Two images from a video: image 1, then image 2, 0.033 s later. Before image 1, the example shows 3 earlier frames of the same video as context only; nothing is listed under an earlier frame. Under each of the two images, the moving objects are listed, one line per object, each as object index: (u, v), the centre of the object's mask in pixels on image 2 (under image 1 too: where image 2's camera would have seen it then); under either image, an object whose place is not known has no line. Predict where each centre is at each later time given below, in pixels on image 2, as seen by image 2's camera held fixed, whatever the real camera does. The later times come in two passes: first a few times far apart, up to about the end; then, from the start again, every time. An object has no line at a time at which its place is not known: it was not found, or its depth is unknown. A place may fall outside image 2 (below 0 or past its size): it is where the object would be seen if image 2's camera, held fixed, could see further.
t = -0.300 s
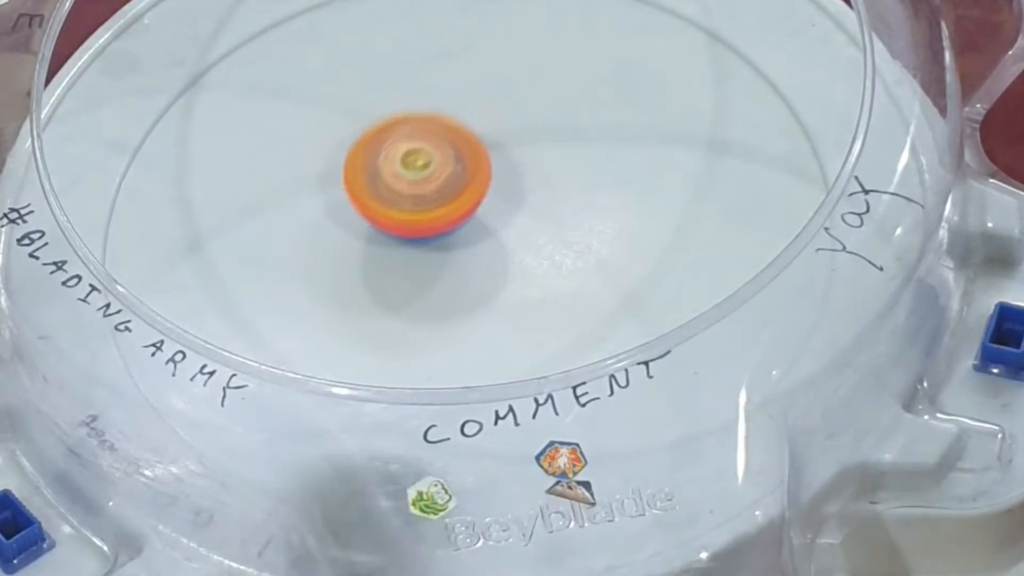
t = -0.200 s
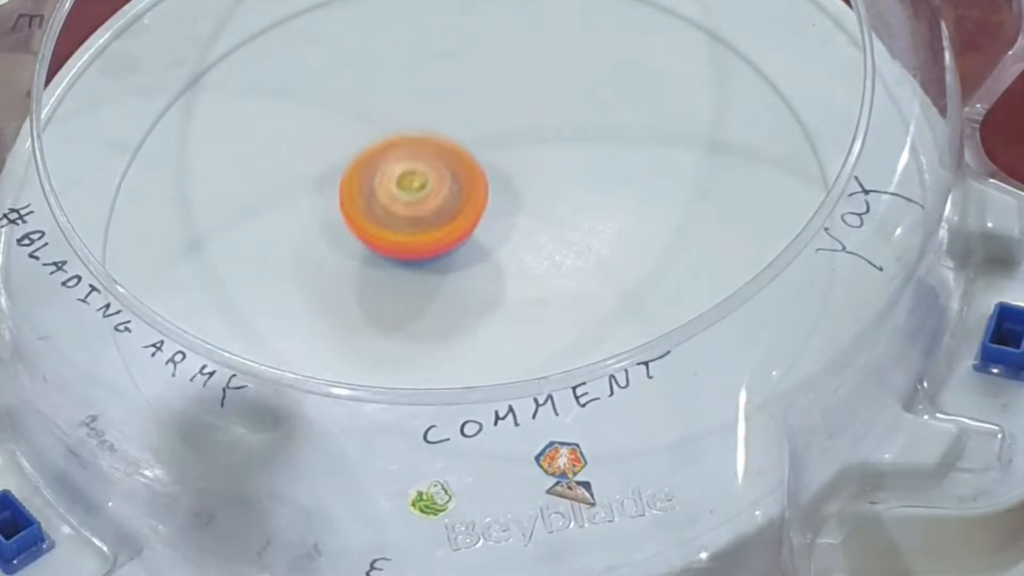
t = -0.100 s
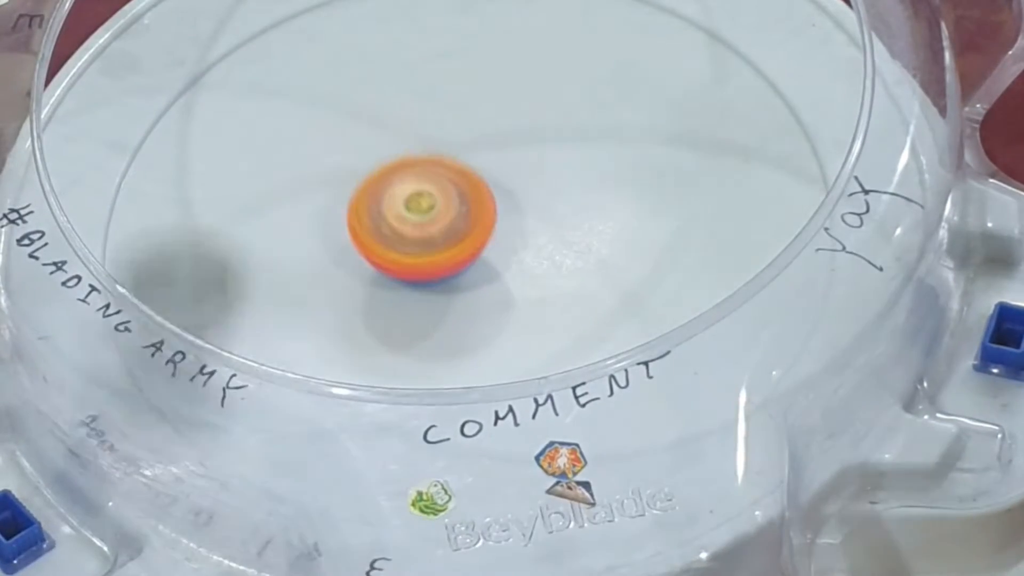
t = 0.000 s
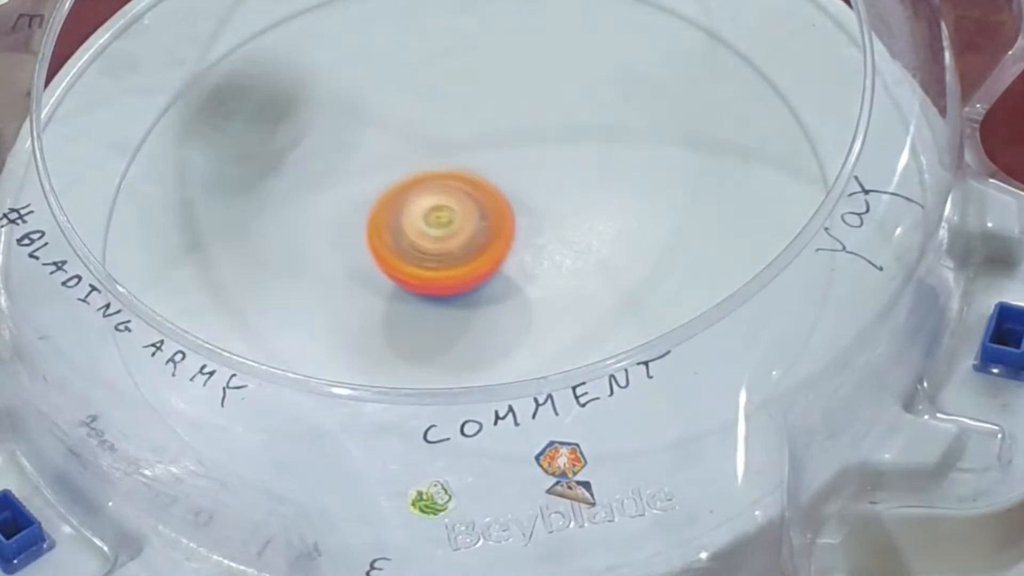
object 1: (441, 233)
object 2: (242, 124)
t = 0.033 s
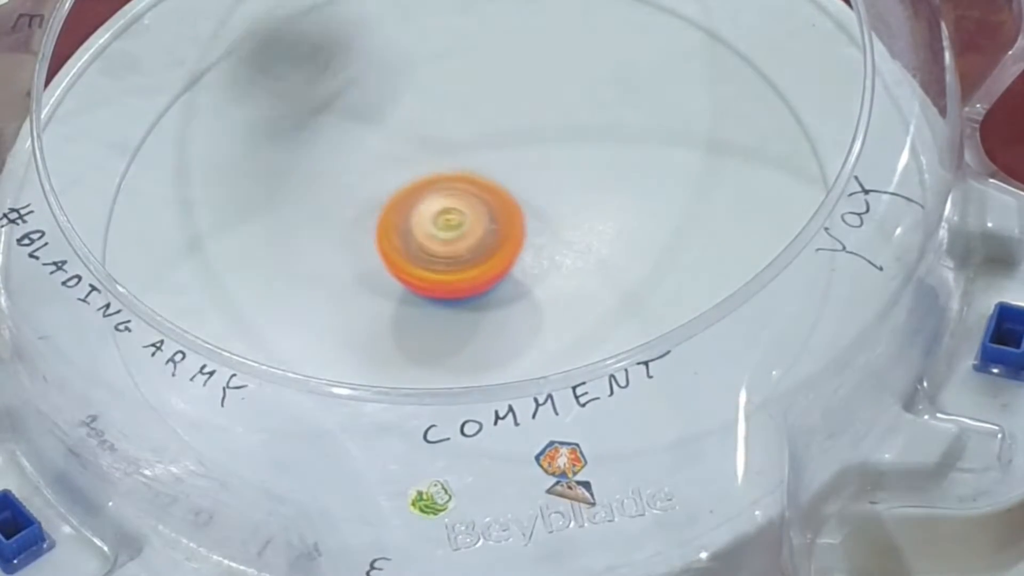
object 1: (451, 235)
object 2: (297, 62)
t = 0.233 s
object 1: (500, 239)
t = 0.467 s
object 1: (530, 215)
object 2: (807, 168)
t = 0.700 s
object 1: (499, 196)
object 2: (394, 349)
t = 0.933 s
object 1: (443, 215)
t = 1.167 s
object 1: (415, 250)
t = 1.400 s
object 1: (426, 273)
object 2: (670, 195)
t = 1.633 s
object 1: (458, 264)
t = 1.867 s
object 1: (452, 227)
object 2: (154, 272)
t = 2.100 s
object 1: (415, 203)
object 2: (337, 89)
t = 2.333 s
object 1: (376, 209)
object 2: (688, 147)
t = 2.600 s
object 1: (389, 239)
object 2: (560, 356)
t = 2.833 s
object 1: (445, 234)
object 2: (306, 293)
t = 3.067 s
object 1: (484, 209)
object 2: (400, 66)
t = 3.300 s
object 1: (490, 183)
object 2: (595, 70)
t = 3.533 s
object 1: (462, 180)
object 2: (614, 231)
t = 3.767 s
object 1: (397, 163)
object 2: (443, 356)
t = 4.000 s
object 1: (343, 193)
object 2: (234, 332)
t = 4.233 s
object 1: (480, 208)
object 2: (116, 200)
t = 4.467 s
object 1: (587, 178)
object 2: (244, 131)
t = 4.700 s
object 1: (640, 159)
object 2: (454, 195)
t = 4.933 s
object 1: (752, 113)
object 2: (291, 316)
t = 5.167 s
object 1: (563, 187)
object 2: (261, 235)
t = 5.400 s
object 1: (694, 295)
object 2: (283, 142)
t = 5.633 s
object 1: (721, 332)
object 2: (304, 60)
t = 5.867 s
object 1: (596, 309)
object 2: (462, 144)
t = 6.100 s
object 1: (452, 333)
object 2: (484, 205)
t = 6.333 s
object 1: (310, 319)
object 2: (562, 138)
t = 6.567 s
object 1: (309, 245)
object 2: (624, 162)
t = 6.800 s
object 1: (372, 162)
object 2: (492, 211)
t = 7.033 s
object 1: (208, 86)
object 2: (671, 284)
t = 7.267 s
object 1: (361, 187)
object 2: (665, 345)
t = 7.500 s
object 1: (450, 183)
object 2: (561, 341)
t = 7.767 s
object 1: (407, 138)
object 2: (440, 344)
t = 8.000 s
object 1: (375, 137)
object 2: (384, 267)
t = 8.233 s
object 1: (358, 84)
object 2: (405, 251)
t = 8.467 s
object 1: (372, 78)
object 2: (444, 225)
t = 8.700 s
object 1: (396, 98)
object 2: (496, 215)
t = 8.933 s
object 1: (409, 149)
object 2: (528, 250)
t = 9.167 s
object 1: (370, 191)
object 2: (525, 279)
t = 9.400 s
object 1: (321, 236)
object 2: (492, 276)
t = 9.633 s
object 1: (260, 249)
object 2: (480, 227)
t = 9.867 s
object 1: (258, 250)
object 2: (495, 184)
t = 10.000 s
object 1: (291, 250)
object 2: (488, 173)
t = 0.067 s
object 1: (459, 237)
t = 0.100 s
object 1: (467, 238)
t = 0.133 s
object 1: (475, 240)
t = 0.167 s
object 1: (484, 240)
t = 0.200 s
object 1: (493, 240)
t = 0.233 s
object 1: (500, 239)
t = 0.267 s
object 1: (507, 236)
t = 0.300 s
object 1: (514, 233)
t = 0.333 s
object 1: (520, 230)
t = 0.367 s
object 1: (525, 226)
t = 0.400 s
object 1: (528, 222)
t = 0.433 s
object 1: (529, 219)
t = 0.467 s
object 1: (530, 215)
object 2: (807, 168)
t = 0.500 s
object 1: (530, 211)
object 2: (781, 207)
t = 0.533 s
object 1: (528, 206)
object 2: (737, 251)
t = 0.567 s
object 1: (525, 202)
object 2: (690, 286)
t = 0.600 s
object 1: (519, 199)
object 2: (629, 319)
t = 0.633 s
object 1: (513, 198)
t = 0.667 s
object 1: (506, 197)
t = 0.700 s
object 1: (499, 196)
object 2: (394, 349)
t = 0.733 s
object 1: (490, 196)
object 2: (309, 332)
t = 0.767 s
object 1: (481, 197)
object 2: (241, 301)
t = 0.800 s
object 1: (472, 199)
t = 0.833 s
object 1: (464, 203)
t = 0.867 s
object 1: (457, 207)
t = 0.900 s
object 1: (450, 211)
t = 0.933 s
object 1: (443, 215)
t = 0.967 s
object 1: (436, 221)
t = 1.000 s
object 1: (431, 225)
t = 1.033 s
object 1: (426, 231)
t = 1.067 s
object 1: (423, 236)
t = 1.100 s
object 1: (419, 241)
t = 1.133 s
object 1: (417, 246)
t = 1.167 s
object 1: (415, 250)
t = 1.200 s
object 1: (415, 255)
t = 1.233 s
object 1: (415, 259)
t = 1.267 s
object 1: (416, 263)
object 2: (556, 34)
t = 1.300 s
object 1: (418, 267)
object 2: (595, 56)
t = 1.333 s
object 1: (420, 270)
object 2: (631, 96)
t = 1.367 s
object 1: (423, 272)
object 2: (660, 158)
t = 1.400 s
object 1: (426, 273)
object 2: (670, 195)
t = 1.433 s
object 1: (429, 274)
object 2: (667, 242)
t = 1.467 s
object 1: (433, 275)
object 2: (654, 286)
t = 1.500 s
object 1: (437, 275)
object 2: (618, 323)
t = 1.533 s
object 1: (442, 274)
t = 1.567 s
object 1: (448, 272)
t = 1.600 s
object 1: (454, 269)
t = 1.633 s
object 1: (458, 264)
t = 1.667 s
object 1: (460, 259)
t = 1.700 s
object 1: (461, 254)
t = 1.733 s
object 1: (461, 249)
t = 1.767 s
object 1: (461, 243)
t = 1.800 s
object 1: (459, 238)
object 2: (193, 318)
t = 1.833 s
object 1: (456, 233)
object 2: (166, 295)
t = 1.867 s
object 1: (452, 227)
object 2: (154, 272)
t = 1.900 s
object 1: (448, 222)
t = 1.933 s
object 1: (443, 217)
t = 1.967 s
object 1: (438, 213)
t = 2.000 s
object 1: (432, 210)
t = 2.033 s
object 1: (426, 207)
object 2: (238, 135)
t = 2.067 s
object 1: (421, 205)
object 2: (287, 108)
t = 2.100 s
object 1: (415, 203)
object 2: (337, 89)
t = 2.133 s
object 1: (409, 201)
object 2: (395, 76)
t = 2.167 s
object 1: (403, 200)
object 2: (446, 69)
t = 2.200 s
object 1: (397, 200)
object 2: (508, 72)
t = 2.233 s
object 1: (390, 201)
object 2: (564, 85)
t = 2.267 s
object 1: (385, 203)
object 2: (615, 103)
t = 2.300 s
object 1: (380, 206)
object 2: (658, 125)
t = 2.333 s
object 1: (376, 209)
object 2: (688, 147)
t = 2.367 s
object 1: (373, 213)
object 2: (715, 177)
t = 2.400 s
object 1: (371, 216)
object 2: (729, 217)
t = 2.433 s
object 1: (371, 220)
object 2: (721, 247)
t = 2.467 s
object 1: (371, 225)
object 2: (702, 276)
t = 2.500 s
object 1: (373, 230)
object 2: (674, 302)
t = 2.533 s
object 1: (377, 234)
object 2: (640, 324)
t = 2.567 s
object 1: (383, 237)
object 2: (602, 343)
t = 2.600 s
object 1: (389, 239)
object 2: (560, 356)
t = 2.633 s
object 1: (396, 240)
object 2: (522, 364)
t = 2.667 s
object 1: (404, 241)
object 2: (480, 367)
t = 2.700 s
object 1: (412, 240)
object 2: (433, 368)
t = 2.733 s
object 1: (420, 239)
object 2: (383, 358)
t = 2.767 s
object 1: (428, 238)
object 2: (358, 347)
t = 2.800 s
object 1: (437, 236)
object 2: (337, 325)
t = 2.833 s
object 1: (445, 234)
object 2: (306, 293)
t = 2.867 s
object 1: (453, 232)
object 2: (289, 259)
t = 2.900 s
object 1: (460, 229)
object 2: (286, 224)
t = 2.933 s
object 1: (467, 225)
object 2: (296, 187)
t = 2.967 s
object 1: (473, 221)
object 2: (319, 146)
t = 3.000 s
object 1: (477, 217)
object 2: (341, 113)
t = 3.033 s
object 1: (481, 213)
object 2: (371, 86)
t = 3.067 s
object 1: (484, 209)
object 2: (400, 66)
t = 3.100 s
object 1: (487, 205)
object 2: (430, 52)
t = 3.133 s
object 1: (490, 202)
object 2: (465, 46)
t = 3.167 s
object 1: (492, 198)
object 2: (496, 45)
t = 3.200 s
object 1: (493, 194)
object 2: (524, 46)
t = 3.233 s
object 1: (492, 190)
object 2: (551, 51)
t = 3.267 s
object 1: (492, 186)
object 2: (574, 58)
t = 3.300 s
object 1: (490, 183)
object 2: (595, 70)
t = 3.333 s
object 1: (488, 180)
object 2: (613, 86)
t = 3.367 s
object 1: (485, 178)
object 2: (630, 108)
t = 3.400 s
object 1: (481, 177)
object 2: (642, 130)
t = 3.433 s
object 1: (478, 176)
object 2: (643, 153)
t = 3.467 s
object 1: (473, 177)
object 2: (638, 182)
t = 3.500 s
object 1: (468, 178)
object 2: (629, 208)
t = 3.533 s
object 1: (462, 180)
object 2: (614, 231)
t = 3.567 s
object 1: (457, 183)
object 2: (588, 251)
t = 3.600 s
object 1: (452, 187)
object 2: (563, 266)
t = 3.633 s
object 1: (447, 192)
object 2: (535, 277)
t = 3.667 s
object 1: (438, 189)
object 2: (510, 292)
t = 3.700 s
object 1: (419, 174)
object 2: (502, 328)
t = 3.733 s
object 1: (406, 165)
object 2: (474, 345)
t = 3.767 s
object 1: (397, 163)
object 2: (443, 356)
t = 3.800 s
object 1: (388, 164)
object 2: (412, 363)
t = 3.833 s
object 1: (379, 167)
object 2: (378, 388)
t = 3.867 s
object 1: (370, 170)
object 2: (338, 396)
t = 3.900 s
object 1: (362, 175)
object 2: (303, 395)
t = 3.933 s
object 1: (355, 180)
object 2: (278, 385)
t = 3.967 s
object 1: (348, 186)
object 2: (257, 344)
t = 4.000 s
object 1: (343, 193)
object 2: (234, 332)
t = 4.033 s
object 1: (339, 199)
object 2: (216, 319)
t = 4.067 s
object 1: (335, 206)
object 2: (201, 302)
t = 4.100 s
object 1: (333, 213)
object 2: (204, 287)
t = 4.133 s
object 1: (335, 220)
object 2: (200, 265)
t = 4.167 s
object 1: (382, 217)
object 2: (160, 238)
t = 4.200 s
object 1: (435, 213)
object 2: (129, 217)
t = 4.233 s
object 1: (480, 208)
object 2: (116, 200)
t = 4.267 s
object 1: (515, 203)
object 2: (129, 184)
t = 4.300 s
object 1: (541, 199)
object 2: (150, 163)
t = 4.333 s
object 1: (555, 195)
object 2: (166, 154)
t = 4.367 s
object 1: (565, 190)
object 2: (180, 144)
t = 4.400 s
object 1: (573, 186)
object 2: (199, 138)
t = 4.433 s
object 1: (580, 182)
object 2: (220, 134)
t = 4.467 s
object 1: (587, 178)
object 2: (244, 131)
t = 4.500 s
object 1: (593, 175)
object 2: (276, 130)
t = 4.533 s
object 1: (599, 173)
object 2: (308, 132)
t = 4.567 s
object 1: (605, 171)
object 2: (343, 137)
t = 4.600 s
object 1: (609, 168)
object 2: (380, 147)
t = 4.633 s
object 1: (613, 167)
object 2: (417, 164)
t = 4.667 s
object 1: (616, 165)
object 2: (447, 180)
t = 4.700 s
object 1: (640, 159)
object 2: (454, 195)
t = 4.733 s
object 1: (703, 138)
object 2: (432, 222)
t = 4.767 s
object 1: (746, 120)
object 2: (415, 250)
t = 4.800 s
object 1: (779, 106)
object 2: (395, 272)
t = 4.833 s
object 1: (791, 98)
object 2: (374, 293)
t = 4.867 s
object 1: (791, 97)
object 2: (347, 307)
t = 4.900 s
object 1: (776, 102)
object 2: (316, 316)
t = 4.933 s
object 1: (752, 113)
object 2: (291, 316)
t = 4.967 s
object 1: (724, 123)
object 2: (266, 311)
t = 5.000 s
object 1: (696, 133)
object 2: (243, 301)
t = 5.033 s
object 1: (667, 144)
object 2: (230, 291)
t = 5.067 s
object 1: (638, 154)
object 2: (225, 277)
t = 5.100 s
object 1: (612, 165)
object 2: (230, 262)
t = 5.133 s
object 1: (586, 176)
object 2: (243, 246)
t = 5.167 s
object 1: (563, 187)
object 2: (261, 235)
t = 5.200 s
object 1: (542, 199)
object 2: (295, 221)
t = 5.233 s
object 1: (523, 213)
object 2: (326, 212)
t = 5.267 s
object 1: (511, 225)
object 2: (360, 211)
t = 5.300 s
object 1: (554, 239)
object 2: (332, 190)
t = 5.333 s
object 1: (613, 263)
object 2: (307, 177)
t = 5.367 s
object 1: (657, 279)
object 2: (292, 157)
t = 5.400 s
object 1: (694, 295)
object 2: (283, 142)
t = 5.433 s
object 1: (725, 312)
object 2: (276, 125)
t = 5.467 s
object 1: (742, 320)
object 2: (273, 108)
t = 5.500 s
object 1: (748, 325)
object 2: (272, 94)
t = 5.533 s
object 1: (745, 328)
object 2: (275, 82)
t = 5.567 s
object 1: (741, 331)
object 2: (282, 71)
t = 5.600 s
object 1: (732, 332)
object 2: (291, 64)
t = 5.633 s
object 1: (721, 332)
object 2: (304, 60)
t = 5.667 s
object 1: (709, 330)
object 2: (325, 61)
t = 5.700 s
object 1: (688, 323)
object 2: (345, 64)
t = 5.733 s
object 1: (673, 323)
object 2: (371, 72)
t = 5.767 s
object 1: (653, 319)
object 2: (394, 82)
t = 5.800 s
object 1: (629, 311)
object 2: (421, 100)
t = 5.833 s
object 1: (613, 311)
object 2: (442, 116)
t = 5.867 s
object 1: (596, 309)
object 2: (462, 144)
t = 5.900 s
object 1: (570, 302)
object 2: (479, 168)
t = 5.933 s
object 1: (544, 298)
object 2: (487, 187)
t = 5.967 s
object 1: (525, 313)
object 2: (487, 187)
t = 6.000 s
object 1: (507, 328)
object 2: (486, 191)
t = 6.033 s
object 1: (487, 334)
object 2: (487, 197)
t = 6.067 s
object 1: (468, 337)
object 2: (485, 201)
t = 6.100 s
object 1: (452, 333)
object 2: (484, 205)
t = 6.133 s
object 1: (438, 326)
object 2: (481, 211)
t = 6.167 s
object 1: (419, 327)
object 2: (483, 205)
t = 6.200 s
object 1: (384, 333)
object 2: (498, 186)
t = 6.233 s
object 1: (353, 335)
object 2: (514, 170)
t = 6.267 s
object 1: (331, 332)
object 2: (529, 157)
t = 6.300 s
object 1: (317, 327)
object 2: (547, 146)
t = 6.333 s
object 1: (310, 319)
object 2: (562, 138)
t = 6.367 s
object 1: (304, 311)
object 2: (576, 131)
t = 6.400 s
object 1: (302, 301)
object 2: (590, 128)
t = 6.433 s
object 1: (300, 291)
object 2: (606, 128)
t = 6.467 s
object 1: (301, 279)
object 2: (617, 132)
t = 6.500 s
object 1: (303, 269)
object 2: (624, 139)
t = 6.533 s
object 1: (305, 258)
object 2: (626, 148)
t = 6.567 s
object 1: (309, 245)
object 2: (624, 162)
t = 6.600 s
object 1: (314, 233)
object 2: (610, 175)
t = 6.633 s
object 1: (321, 220)
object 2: (595, 183)
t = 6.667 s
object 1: (329, 208)
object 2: (573, 191)
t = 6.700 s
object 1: (338, 197)
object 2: (556, 198)
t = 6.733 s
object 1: (349, 185)
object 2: (532, 204)
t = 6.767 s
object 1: (363, 173)
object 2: (509, 210)
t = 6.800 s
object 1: (372, 162)
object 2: (492, 211)
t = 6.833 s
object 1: (327, 135)
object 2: (537, 221)
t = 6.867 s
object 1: (274, 111)
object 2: (581, 235)
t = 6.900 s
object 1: (231, 90)
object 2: (615, 246)
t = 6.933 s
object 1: (196, 72)
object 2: (636, 261)
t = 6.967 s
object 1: (185, 62)
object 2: (655, 272)
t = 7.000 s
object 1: (187, 69)
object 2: (667, 276)
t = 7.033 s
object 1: (208, 86)
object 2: (671, 284)
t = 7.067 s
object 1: (230, 100)
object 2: (674, 288)
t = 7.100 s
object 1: (253, 115)
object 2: (673, 294)
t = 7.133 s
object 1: (276, 129)
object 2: (674, 299)
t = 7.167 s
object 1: (297, 143)
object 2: (673, 304)
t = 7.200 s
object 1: (318, 157)
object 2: (690, 337)
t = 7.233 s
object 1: (339, 172)
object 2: (682, 344)
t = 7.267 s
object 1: (361, 187)
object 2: (665, 345)
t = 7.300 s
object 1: (384, 201)
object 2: (637, 322)
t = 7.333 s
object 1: (407, 214)
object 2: (619, 325)
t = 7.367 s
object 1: (429, 226)
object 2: (598, 326)
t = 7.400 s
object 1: (452, 238)
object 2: (576, 324)
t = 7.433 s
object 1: (468, 242)
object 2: (555, 321)
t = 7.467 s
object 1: (461, 216)
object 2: (563, 332)
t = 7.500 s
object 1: (450, 183)
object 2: (561, 341)
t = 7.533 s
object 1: (441, 158)
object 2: (554, 348)
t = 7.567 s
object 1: (433, 136)
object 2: (540, 354)
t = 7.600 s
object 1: (428, 122)
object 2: (522, 358)
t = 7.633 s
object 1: (424, 116)
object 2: (503, 360)
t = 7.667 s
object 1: (421, 117)
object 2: (487, 358)
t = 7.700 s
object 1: (417, 122)
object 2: (470, 356)
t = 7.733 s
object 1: (412, 130)
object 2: (454, 351)
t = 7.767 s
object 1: (407, 138)
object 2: (440, 344)
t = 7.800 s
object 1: (402, 146)
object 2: (426, 336)
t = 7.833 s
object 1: (396, 155)
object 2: (411, 320)
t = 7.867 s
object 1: (391, 163)
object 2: (402, 303)
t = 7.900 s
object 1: (386, 168)
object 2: (396, 285)
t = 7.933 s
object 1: (379, 155)
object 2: (393, 283)
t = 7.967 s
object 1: (377, 144)
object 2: (387, 277)
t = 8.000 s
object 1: (375, 137)
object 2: (384, 267)
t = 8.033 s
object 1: (372, 136)
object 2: (383, 257)
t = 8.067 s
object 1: (368, 125)
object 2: (388, 258)
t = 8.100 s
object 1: (363, 111)
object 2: (393, 254)
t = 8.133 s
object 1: (362, 99)
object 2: (395, 254)
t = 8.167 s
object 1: (362, 93)
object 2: (399, 255)
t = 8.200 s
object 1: (361, 88)
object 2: (402, 253)
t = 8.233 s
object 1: (358, 84)
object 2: (405, 251)
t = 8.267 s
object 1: (357, 81)
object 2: (410, 246)
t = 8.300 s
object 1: (356, 78)
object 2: (417, 243)
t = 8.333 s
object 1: (357, 76)
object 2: (424, 240)
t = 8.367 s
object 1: (359, 75)
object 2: (428, 238)
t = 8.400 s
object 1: (363, 75)
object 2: (433, 234)
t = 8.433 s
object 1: (367, 76)
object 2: (439, 229)
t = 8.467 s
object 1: (372, 78)
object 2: (444, 225)
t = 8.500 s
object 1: (376, 81)
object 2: (448, 220)
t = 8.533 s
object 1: (382, 86)
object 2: (454, 216)
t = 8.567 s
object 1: (388, 93)
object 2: (459, 213)
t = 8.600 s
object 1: (394, 100)
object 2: (463, 209)
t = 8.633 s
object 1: (398, 104)
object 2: (470, 206)
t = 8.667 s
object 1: (395, 98)
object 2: (490, 211)
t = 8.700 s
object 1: (396, 98)
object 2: (496, 215)
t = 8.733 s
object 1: (398, 104)
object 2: (509, 221)
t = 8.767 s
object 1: (399, 110)
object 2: (519, 227)
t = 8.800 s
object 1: (401, 117)
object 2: (525, 232)
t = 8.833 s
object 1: (403, 124)
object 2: (529, 238)
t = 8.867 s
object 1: (405, 131)
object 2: (530, 242)
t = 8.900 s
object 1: (408, 139)
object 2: (531, 246)
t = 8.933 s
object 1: (409, 149)
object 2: (528, 250)
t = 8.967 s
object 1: (410, 158)
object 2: (524, 252)
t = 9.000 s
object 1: (410, 169)
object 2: (518, 254)
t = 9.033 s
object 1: (410, 179)
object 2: (511, 255)
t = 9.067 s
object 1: (398, 180)
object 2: (517, 260)
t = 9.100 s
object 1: (385, 179)
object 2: (522, 267)
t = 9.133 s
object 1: (378, 183)
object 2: (524, 273)
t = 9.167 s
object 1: (370, 191)
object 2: (525, 279)
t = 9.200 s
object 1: (362, 198)
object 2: (523, 282)
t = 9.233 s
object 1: (355, 206)
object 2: (520, 284)
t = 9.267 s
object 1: (347, 212)
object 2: (516, 286)
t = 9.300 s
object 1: (340, 218)
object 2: (511, 285)
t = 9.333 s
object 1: (333, 224)
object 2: (505, 283)
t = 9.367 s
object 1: (327, 230)
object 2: (498, 281)
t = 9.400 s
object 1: (321, 236)
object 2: (492, 276)
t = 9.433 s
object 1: (316, 241)
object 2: (483, 270)
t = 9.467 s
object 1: (311, 245)
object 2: (474, 263)
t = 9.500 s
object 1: (306, 250)
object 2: (467, 254)
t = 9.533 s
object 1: (293, 251)
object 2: (467, 246)
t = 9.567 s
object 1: (275, 248)
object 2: (472, 241)
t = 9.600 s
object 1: (266, 247)
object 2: (476, 234)
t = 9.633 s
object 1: (260, 249)
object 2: (480, 227)
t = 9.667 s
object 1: (256, 250)
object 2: (483, 220)
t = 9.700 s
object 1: (251, 250)
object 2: (486, 213)
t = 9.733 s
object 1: (250, 250)
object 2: (489, 207)
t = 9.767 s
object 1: (250, 250)
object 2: (491, 200)
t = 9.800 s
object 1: (249, 250)
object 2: (493, 195)
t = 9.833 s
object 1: (253, 250)
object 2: (494, 190)
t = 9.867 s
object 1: (258, 250)
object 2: (495, 184)
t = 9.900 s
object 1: (265, 249)
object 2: (494, 180)
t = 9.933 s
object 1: (272, 250)
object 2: (493, 178)
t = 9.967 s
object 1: (281, 249)
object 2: (492, 175)
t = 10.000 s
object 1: (291, 250)
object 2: (488, 173)
